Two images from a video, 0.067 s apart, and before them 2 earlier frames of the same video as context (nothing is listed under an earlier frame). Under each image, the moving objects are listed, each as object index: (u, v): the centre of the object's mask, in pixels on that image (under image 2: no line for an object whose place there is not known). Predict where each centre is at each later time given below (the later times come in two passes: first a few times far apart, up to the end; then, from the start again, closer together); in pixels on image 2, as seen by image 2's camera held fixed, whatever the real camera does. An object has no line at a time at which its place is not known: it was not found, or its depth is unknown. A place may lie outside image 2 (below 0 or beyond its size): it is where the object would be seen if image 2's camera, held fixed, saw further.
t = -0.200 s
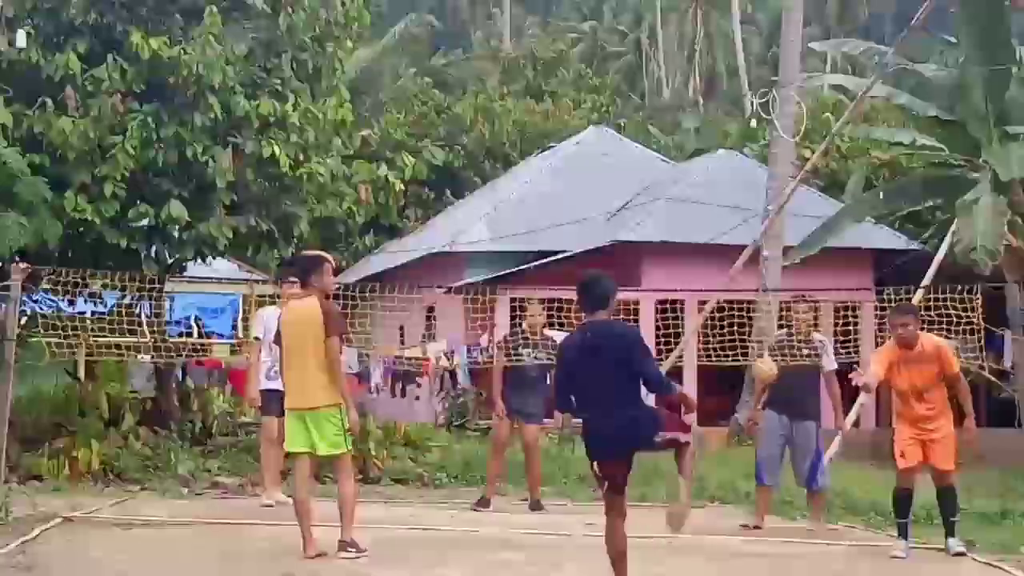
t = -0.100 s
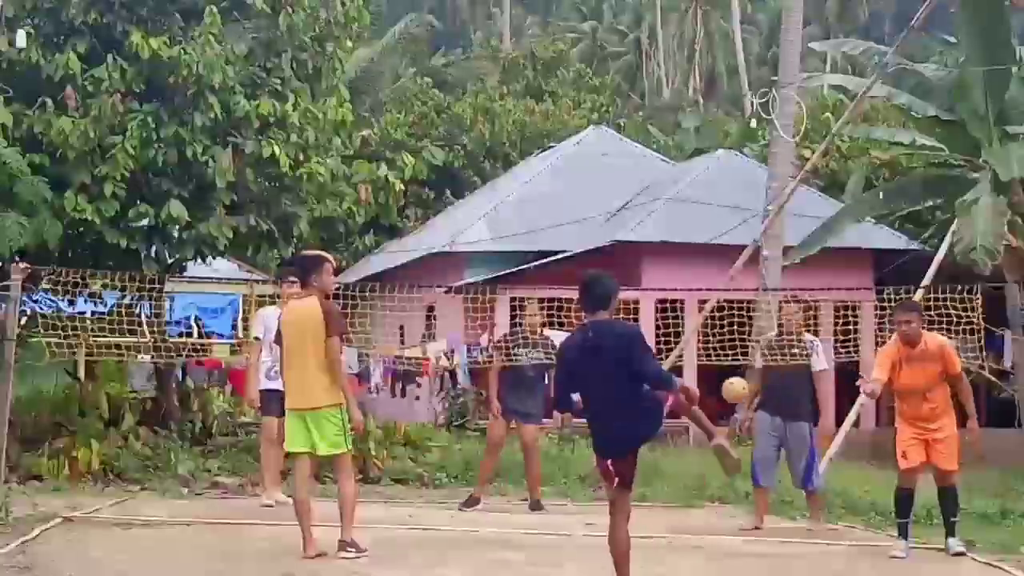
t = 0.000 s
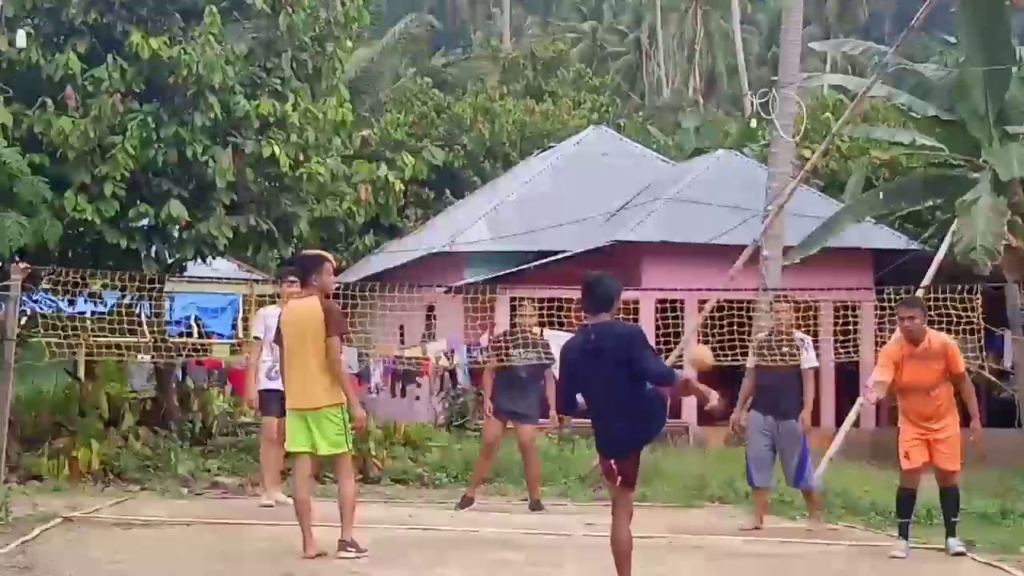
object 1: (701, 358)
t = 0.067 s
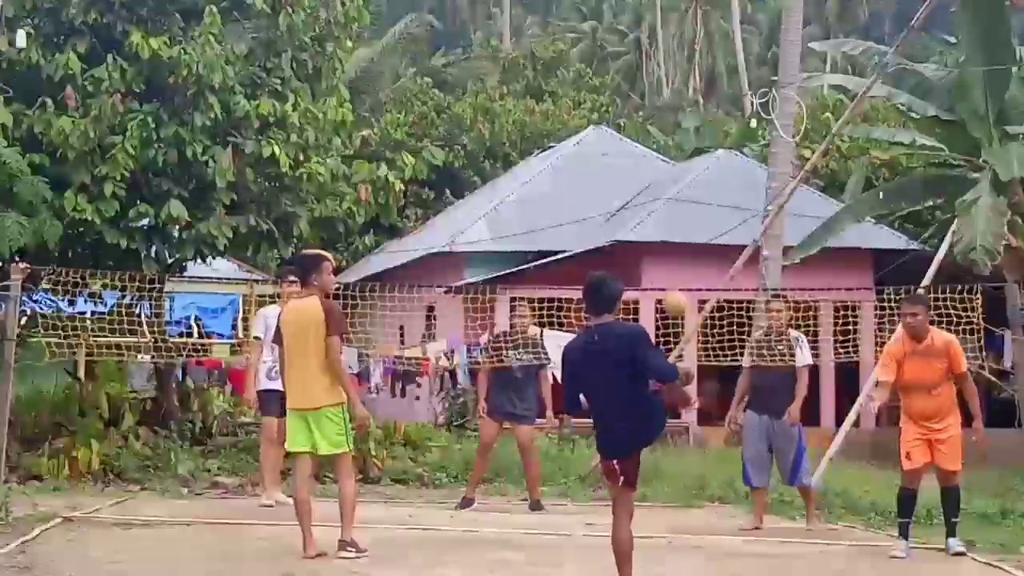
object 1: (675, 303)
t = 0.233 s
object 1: (620, 215)
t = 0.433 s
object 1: (564, 187)
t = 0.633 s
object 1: (516, 220)
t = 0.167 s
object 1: (641, 243)
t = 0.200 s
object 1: (629, 228)
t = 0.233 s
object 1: (620, 215)
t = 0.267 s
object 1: (609, 206)
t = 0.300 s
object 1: (600, 198)
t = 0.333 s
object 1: (590, 192)
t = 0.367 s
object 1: (580, 189)
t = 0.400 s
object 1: (572, 186)
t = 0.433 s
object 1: (564, 187)
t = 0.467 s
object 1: (555, 188)
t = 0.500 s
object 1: (547, 191)
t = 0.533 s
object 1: (539, 197)
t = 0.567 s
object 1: (531, 203)
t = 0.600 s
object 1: (524, 211)
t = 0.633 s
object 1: (516, 220)
